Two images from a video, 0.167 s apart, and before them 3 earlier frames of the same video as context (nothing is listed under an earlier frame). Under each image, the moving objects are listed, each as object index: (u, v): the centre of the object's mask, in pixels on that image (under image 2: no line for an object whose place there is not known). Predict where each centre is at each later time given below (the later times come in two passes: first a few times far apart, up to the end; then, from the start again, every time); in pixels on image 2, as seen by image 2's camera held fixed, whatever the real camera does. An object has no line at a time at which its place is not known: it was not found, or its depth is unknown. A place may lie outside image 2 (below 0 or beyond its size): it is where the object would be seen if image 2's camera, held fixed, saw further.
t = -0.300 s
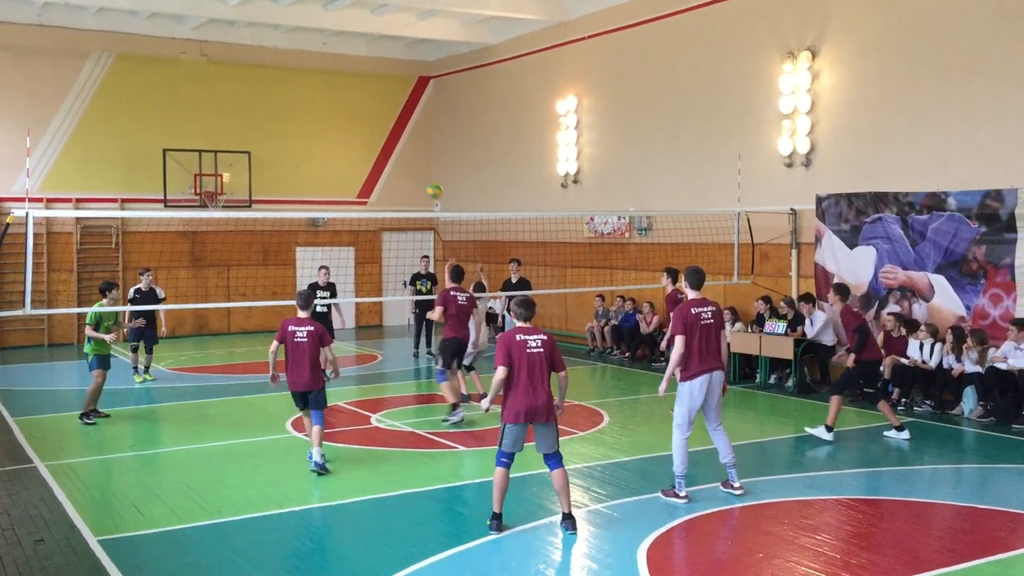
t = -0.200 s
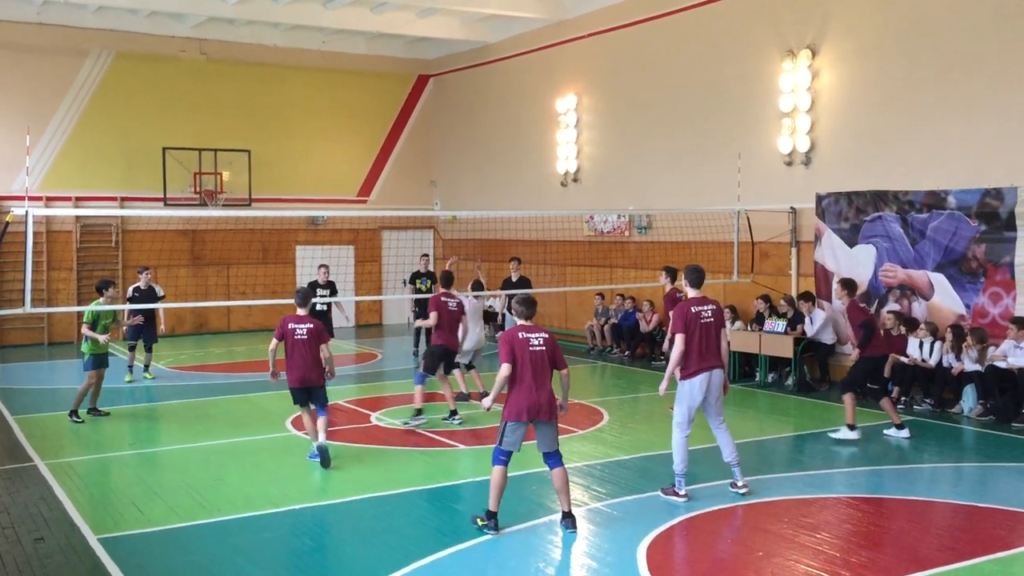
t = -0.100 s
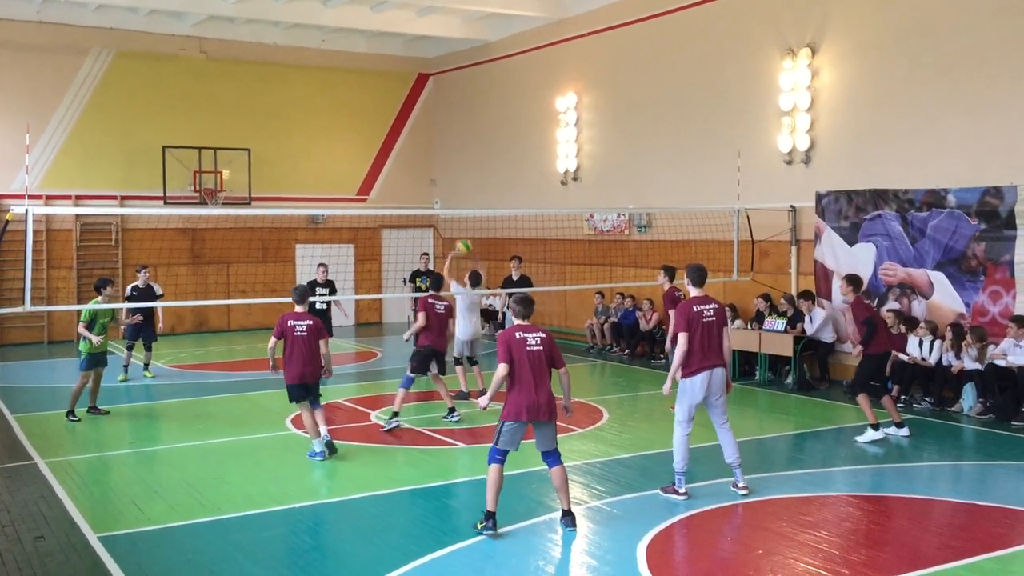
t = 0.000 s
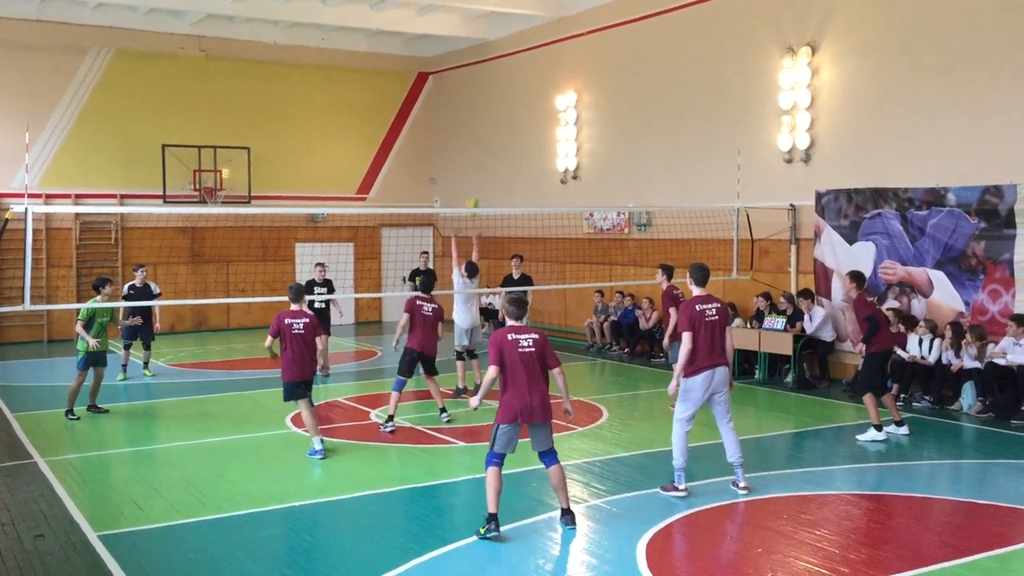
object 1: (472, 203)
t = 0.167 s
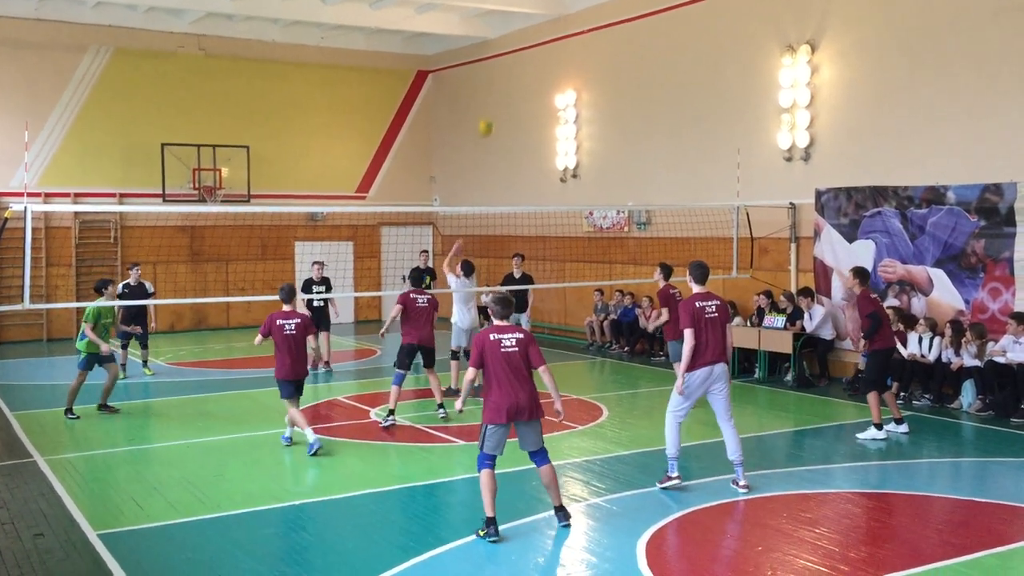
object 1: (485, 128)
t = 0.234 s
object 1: (490, 104)
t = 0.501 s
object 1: (509, 41)
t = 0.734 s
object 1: (526, 30)
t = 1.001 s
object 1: (542, 63)
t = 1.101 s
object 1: (549, 86)
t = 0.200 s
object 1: (487, 116)
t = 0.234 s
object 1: (490, 104)
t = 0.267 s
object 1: (492, 92)
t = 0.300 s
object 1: (495, 83)
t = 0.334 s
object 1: (497, 73)
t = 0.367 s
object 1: (499, 65)
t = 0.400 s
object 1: (501, 58)
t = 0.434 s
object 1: (504, 52)
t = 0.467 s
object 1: (507, 46)
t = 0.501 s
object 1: (509, 41)
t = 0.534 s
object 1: (511, 37)
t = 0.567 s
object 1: (514, 34)
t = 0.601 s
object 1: (516, 31)
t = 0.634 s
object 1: (518, 30)
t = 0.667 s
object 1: (521, 29)
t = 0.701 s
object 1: (523, 29)
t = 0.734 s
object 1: (526, 30)
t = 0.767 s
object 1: (528, 31)
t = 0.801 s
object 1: (530, 33)
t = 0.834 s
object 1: (532, 37)
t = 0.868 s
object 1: (534, 41)
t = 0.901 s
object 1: (536, 45)
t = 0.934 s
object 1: (538, 51)
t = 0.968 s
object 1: (541, 56)
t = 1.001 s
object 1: (542, 63)
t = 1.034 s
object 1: (545, 70)
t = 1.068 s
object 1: (547, 78)
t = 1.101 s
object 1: (549, 86)
